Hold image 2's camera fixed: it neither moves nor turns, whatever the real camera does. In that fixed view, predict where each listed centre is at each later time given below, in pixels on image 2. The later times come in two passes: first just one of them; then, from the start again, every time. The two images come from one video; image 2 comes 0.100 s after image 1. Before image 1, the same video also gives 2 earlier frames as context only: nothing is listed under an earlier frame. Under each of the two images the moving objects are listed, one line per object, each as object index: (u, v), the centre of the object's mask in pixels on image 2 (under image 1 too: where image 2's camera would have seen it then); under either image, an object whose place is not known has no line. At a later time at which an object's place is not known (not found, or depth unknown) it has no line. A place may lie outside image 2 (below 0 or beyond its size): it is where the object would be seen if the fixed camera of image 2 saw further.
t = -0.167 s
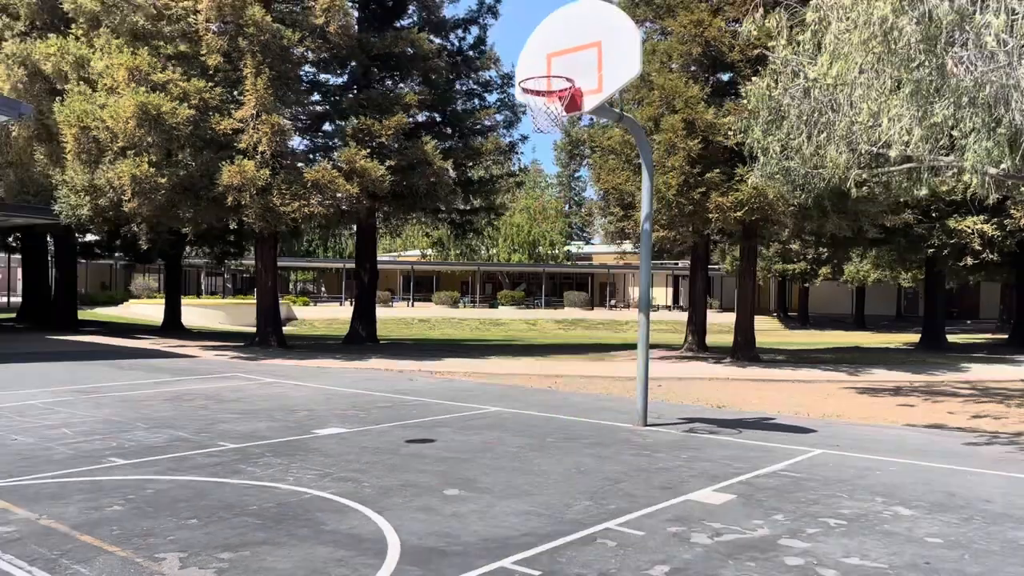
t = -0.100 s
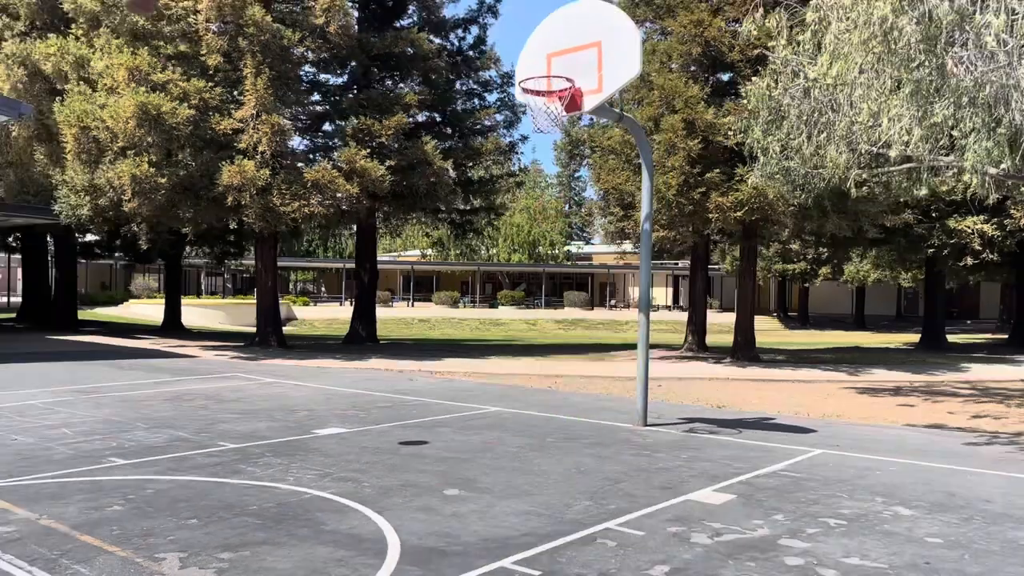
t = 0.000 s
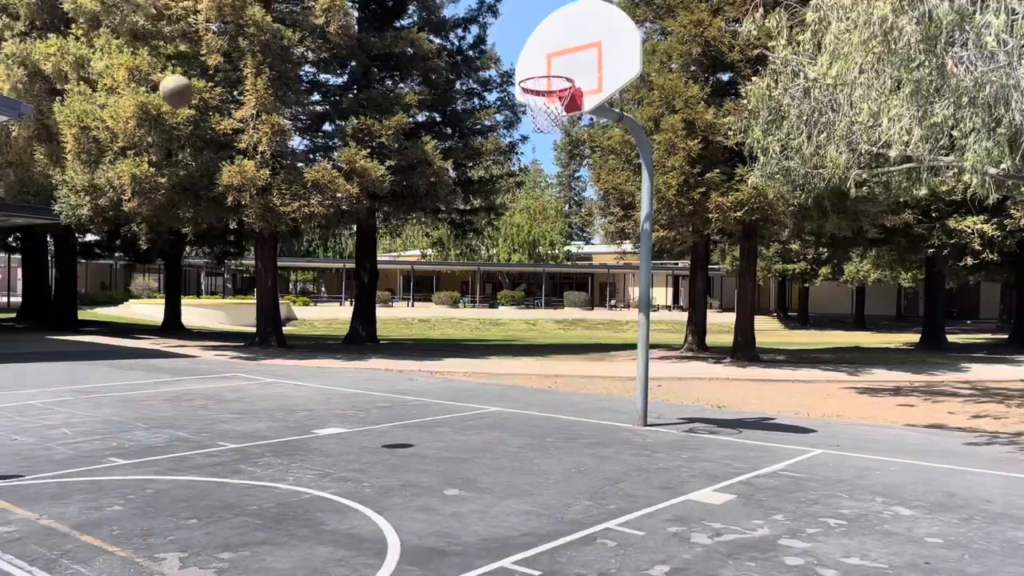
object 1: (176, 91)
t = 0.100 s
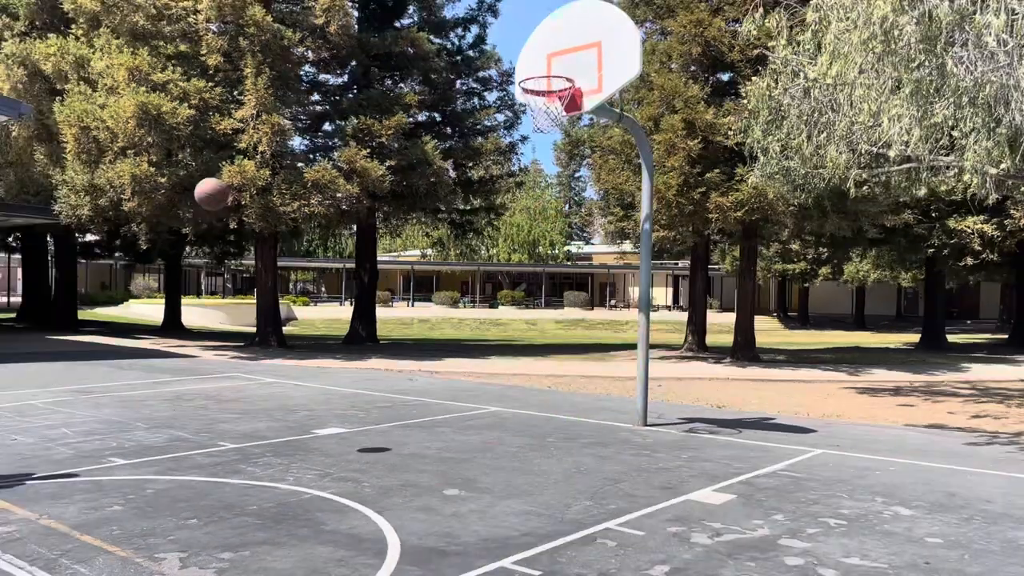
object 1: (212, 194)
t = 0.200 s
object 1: (246, 306)
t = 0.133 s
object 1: (223, 230)
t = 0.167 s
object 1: (234, 267)
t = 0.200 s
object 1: (246, 306)
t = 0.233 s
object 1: (256, 345)
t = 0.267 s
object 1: (268, 387)
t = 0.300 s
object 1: (279, 428)
